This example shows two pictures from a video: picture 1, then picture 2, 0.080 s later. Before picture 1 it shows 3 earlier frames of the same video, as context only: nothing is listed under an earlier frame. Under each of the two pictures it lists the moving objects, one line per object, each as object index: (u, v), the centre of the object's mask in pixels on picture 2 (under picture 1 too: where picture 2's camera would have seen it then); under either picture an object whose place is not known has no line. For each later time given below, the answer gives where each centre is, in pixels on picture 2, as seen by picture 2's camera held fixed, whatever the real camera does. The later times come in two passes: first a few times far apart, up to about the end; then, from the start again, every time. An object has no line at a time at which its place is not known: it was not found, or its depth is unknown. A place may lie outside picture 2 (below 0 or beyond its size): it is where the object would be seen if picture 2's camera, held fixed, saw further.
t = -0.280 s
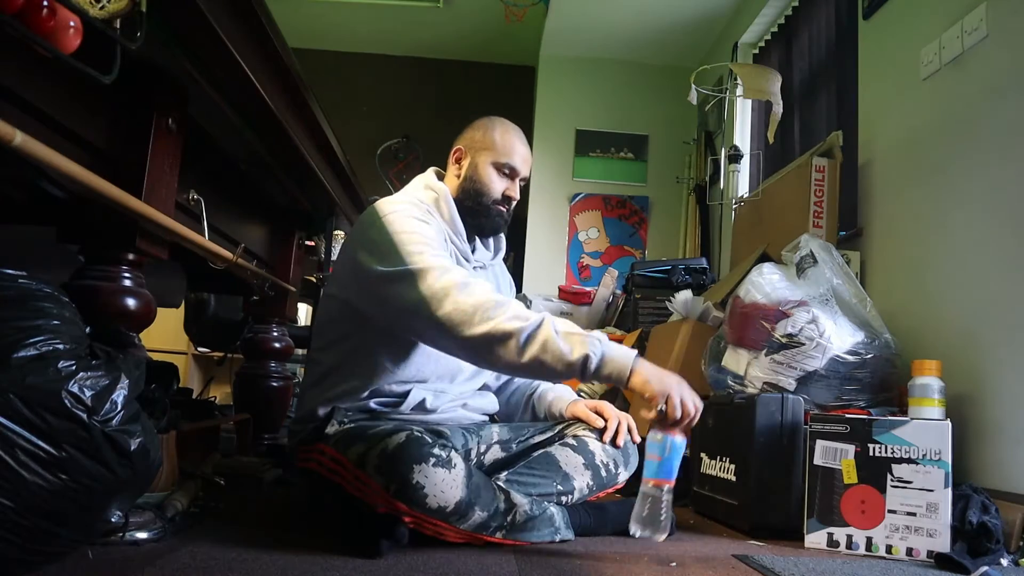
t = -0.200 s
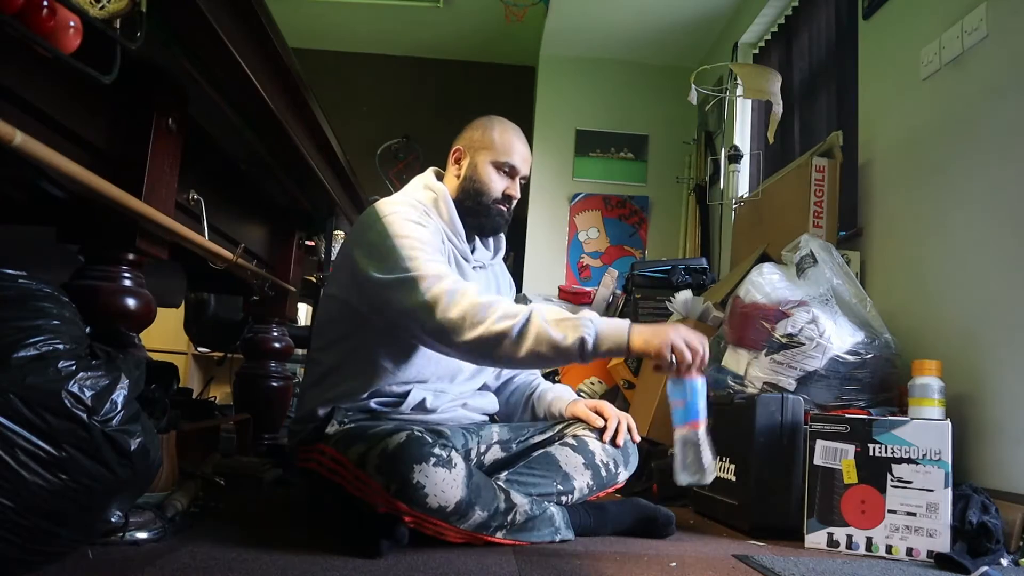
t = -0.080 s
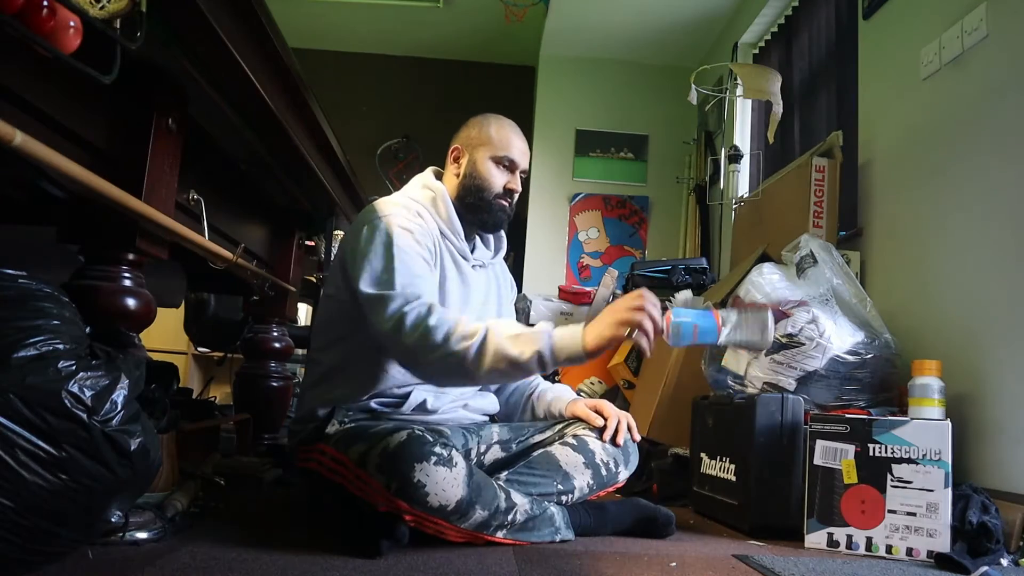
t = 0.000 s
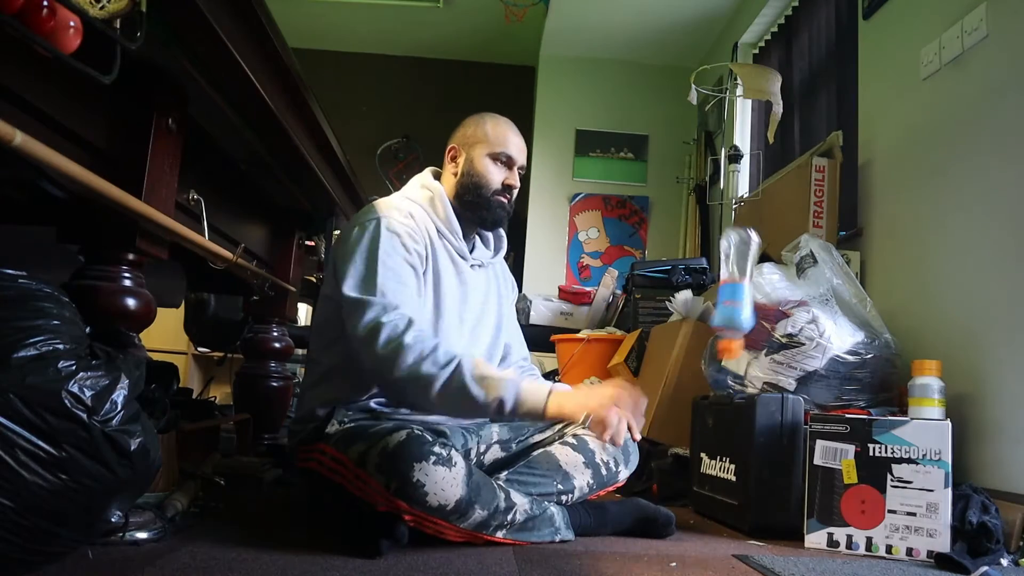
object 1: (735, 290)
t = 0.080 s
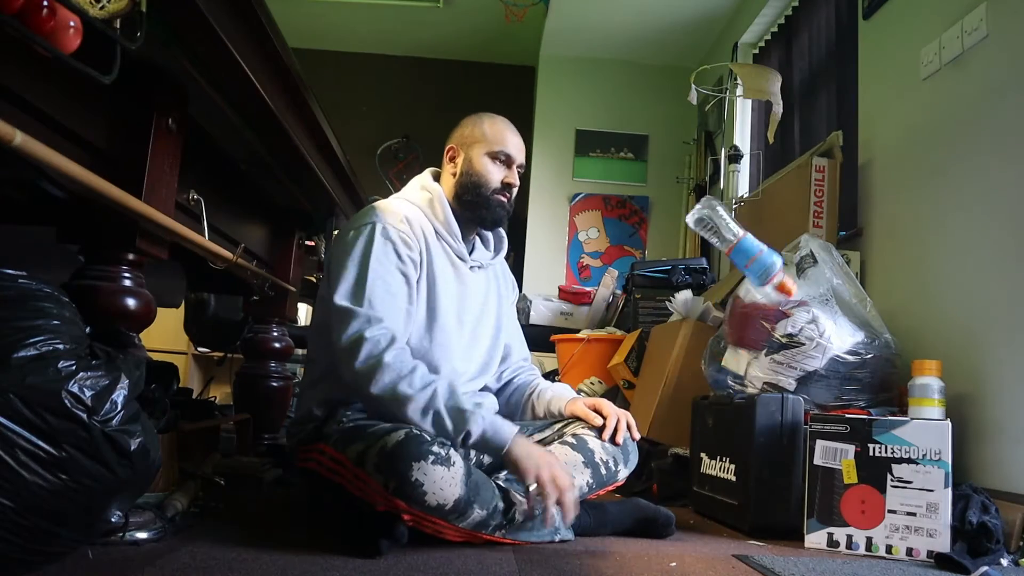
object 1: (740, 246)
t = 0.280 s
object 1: (725, 331)
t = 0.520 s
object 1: (717, 510)
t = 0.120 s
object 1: (739, 242)
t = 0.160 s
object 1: (737, 249)
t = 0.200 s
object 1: (734, 266)
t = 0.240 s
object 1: (730, 292)
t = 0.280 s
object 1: (725, 331)
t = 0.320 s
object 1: (720, 378)
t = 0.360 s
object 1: (715, 437)
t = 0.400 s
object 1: (711, 503)
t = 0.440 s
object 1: (711, 506)
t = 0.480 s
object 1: (711, 508)
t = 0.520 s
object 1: (717, 510)
